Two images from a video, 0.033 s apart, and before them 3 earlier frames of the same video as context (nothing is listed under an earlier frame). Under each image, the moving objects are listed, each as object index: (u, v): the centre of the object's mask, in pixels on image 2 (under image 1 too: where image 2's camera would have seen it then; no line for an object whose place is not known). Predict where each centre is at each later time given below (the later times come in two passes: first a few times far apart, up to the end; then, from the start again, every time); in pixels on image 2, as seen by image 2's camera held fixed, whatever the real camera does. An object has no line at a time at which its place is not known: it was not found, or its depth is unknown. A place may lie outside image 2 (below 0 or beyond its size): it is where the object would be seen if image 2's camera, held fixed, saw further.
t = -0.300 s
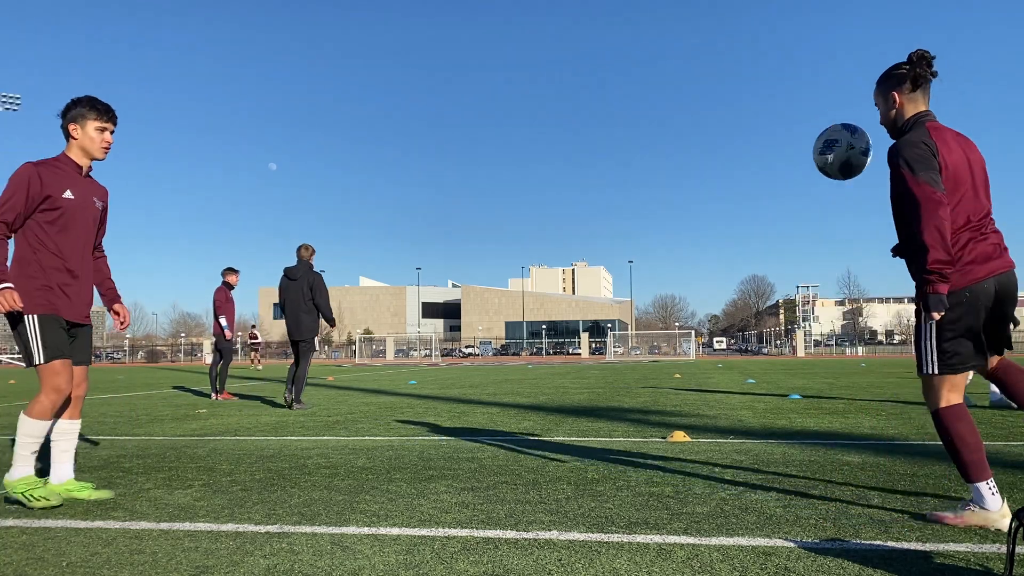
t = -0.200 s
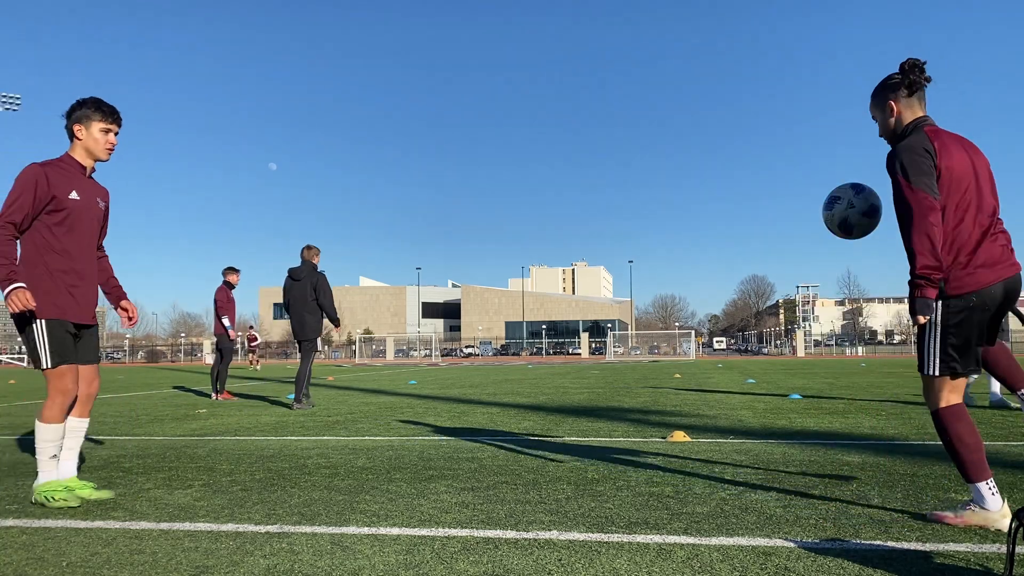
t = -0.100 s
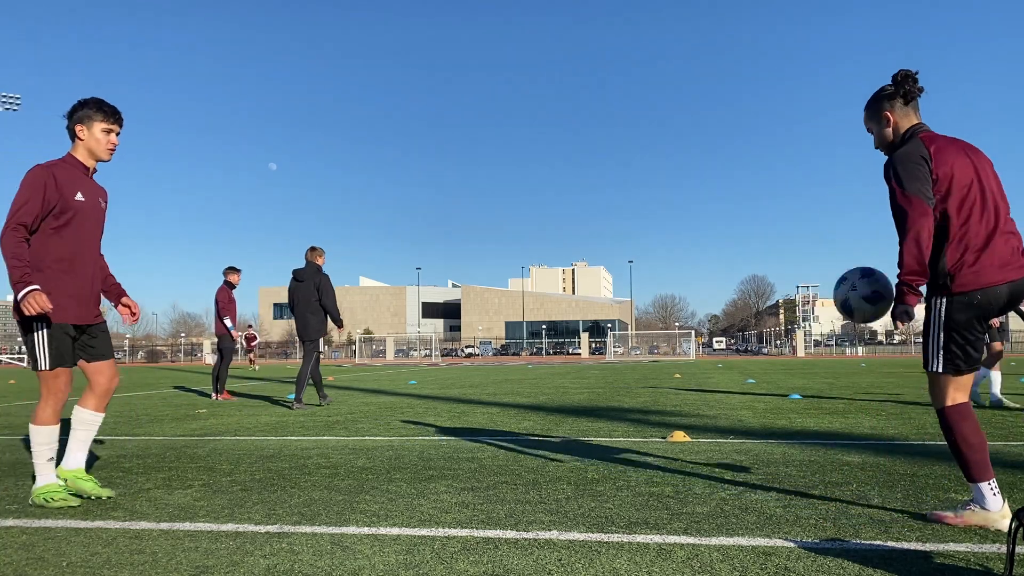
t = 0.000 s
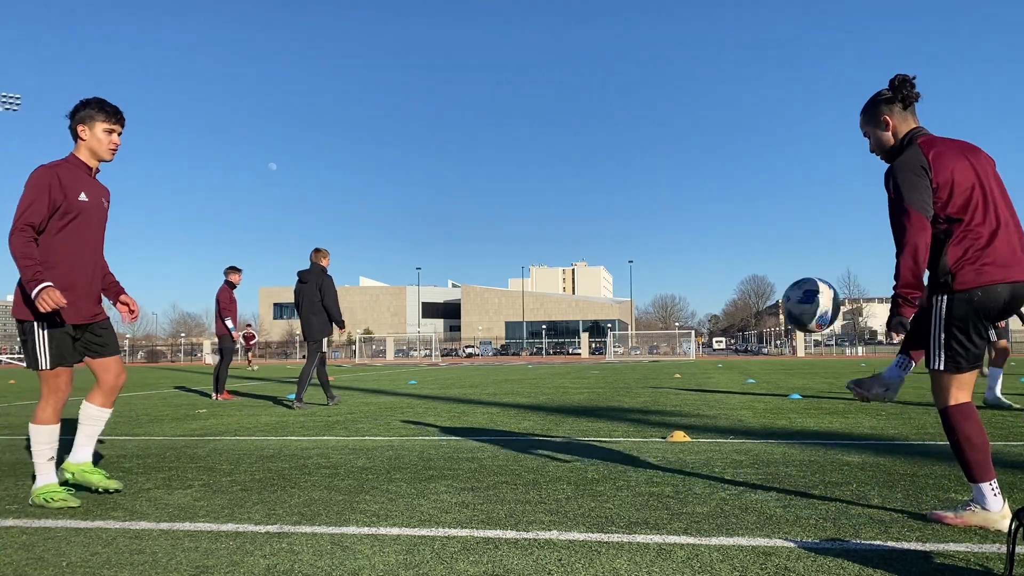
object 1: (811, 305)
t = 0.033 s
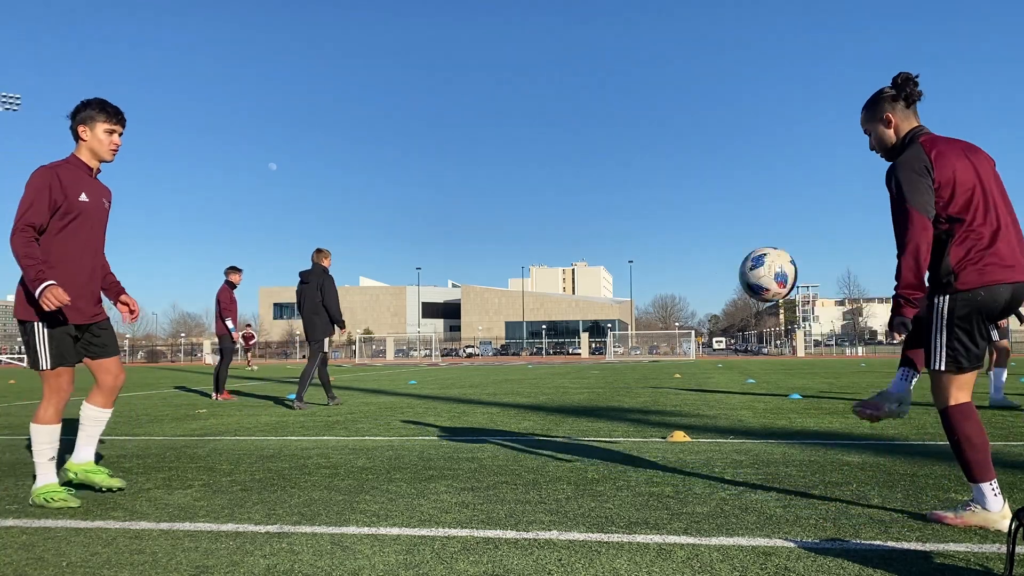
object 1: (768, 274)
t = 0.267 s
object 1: (490, 143)
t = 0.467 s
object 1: (269, 132)
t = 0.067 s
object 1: (726, 247)
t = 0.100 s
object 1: (685, 223)
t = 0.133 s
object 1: (644, 201)
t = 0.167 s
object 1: (605, 183)
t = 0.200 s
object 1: (566, 167)
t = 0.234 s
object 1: (527, 153)
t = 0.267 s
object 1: (490, 143)
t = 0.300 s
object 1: (452, 135)
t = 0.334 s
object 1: (415, 129)
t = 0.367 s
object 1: (378, 126)
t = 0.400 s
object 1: (342, 125)
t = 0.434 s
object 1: (306, 128)
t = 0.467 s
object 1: (269, 132)
